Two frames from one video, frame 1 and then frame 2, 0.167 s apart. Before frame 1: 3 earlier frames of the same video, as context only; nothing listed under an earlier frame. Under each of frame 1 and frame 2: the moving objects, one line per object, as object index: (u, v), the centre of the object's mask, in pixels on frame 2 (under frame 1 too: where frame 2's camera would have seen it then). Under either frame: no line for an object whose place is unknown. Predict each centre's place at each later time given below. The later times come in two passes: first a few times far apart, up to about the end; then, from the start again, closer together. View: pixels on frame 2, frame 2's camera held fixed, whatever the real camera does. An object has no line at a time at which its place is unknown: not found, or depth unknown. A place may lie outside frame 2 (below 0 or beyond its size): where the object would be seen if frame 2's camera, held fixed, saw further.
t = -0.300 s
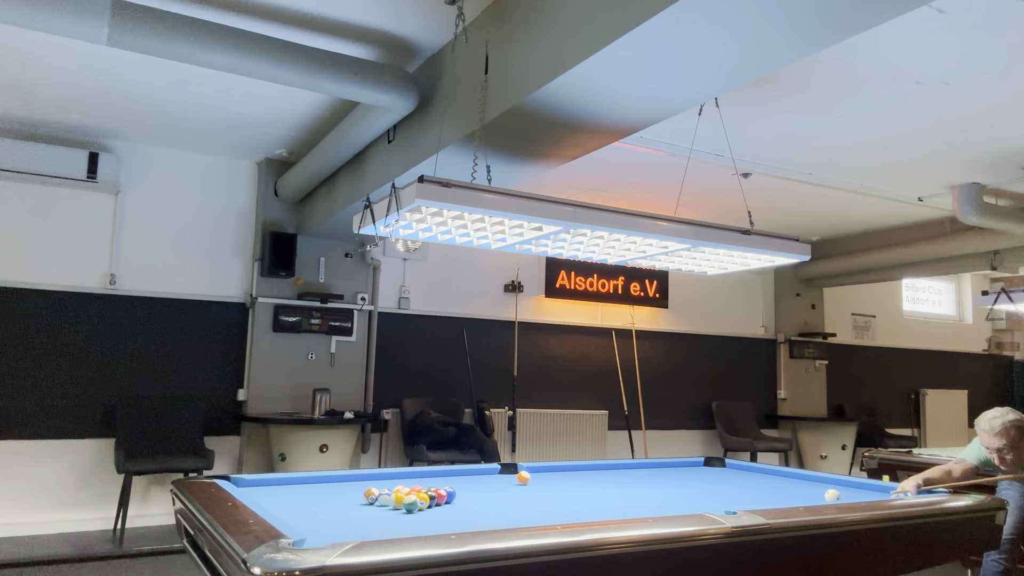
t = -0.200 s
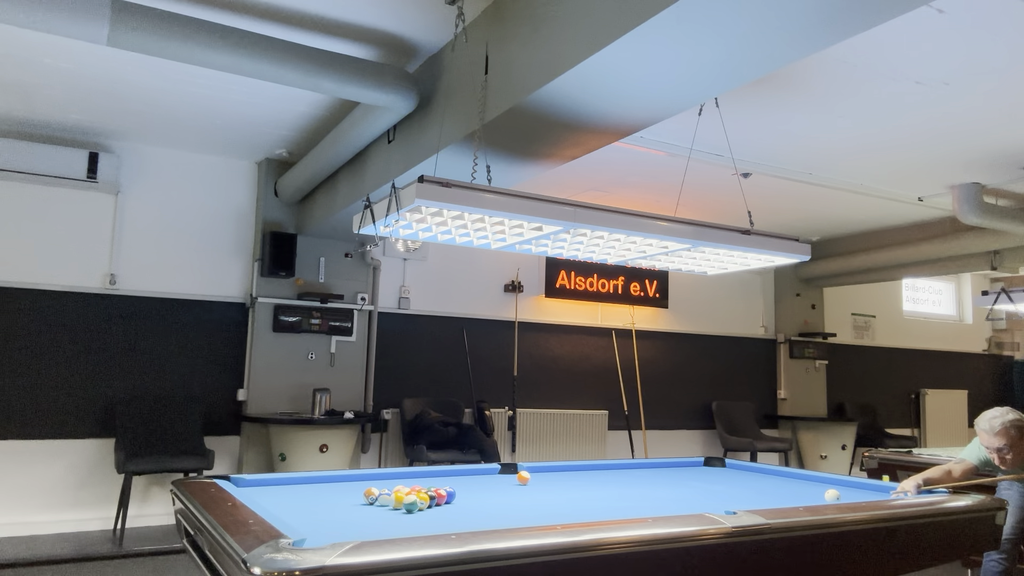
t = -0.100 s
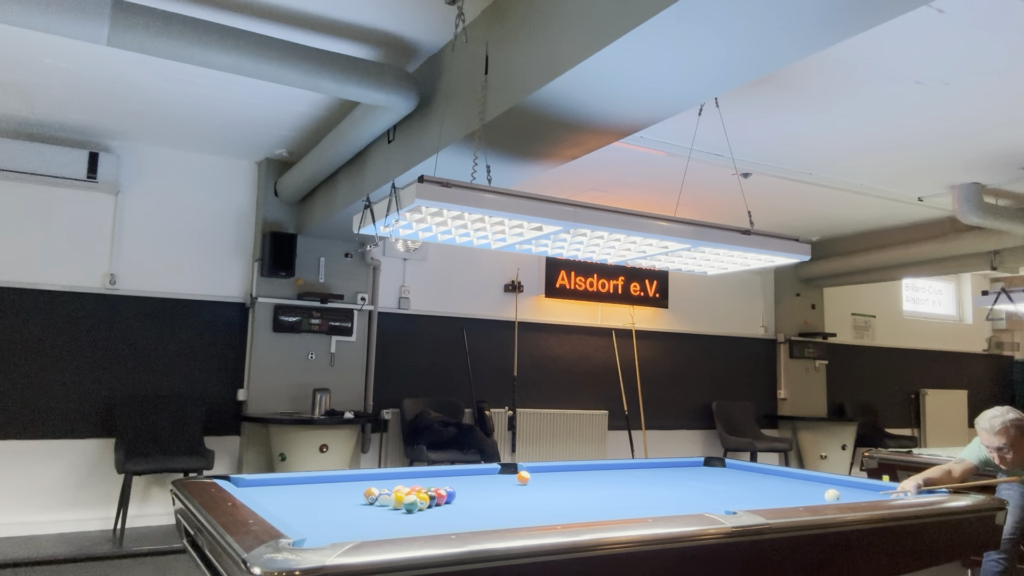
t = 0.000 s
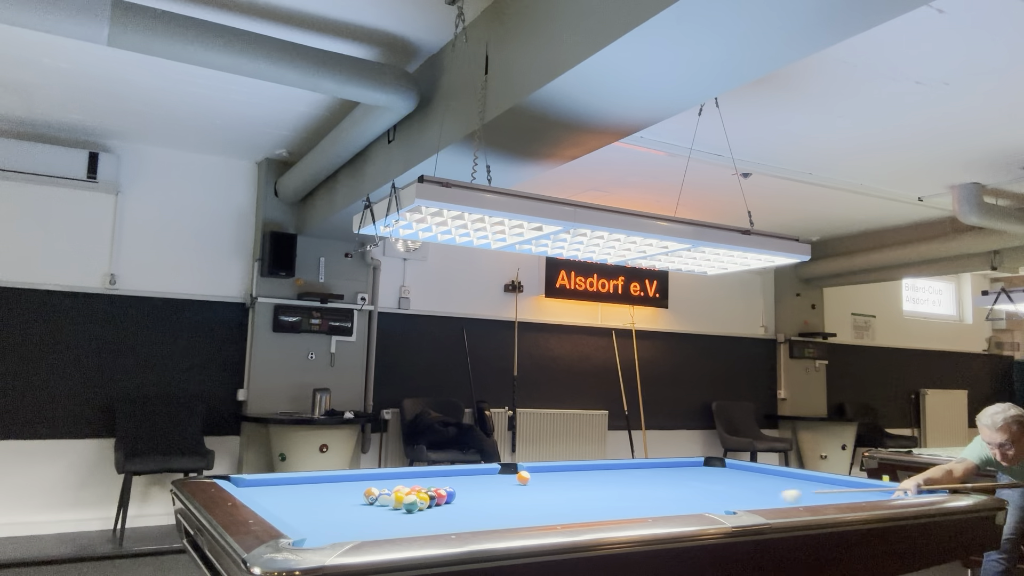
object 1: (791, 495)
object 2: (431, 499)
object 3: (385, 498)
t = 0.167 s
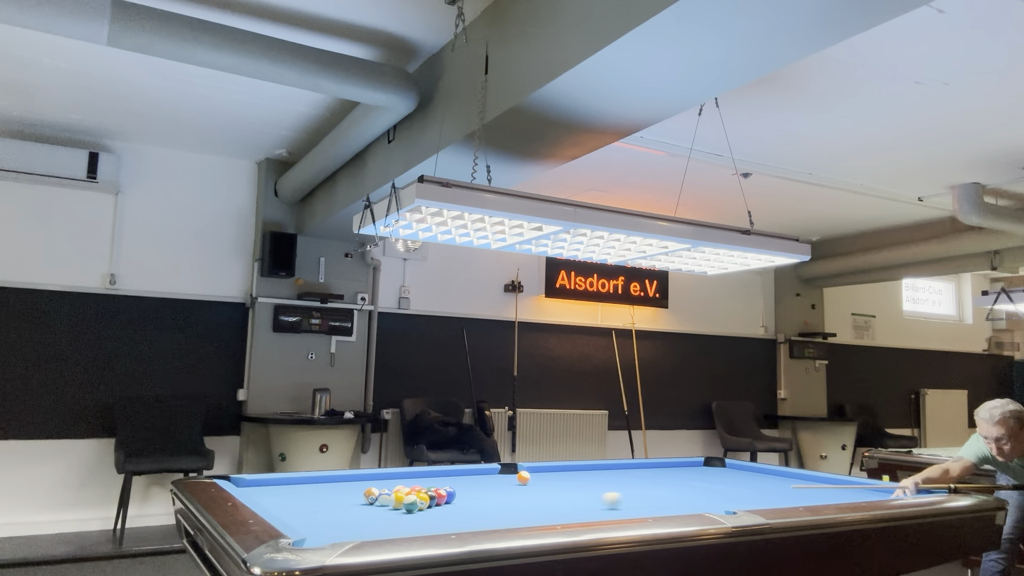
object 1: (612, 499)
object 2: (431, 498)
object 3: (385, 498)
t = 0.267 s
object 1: (495, 501)
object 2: (431, 498)
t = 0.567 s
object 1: (322, 534)
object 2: (437, 500)
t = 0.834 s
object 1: (450, 523)
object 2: (445, 501)
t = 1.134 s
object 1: (513, 511)
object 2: (470, 502)
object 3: (375, 489)
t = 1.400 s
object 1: (557, 501)
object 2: (506, 503)
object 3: (370, 487)
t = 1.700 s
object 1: (598, 491)
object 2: (545, 505)
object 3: (367, 484)
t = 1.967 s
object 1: (628, 484)
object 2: (578, 506)
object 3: (364, 483)
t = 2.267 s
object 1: (656, 478)
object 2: (614, 507)
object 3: (359, 484)
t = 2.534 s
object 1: (678, 473)
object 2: (643, 508)
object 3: (358, 481)
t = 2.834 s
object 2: (674, 507)
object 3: (357, 481)
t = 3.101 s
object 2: (700, 508)
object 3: (357, 481)
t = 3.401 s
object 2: (722, 509)
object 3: (357, 481)
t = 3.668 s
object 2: (726, 508)
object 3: (356, 481)
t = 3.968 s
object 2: (730, 507)
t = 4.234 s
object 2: (733, 506)
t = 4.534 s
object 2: (736, 505)
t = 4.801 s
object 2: (737, 505)
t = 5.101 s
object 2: (738, 505)
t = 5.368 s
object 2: (738, 505)
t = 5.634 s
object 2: (738, 505)
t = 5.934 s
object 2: (738, 505)
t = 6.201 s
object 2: (738, 505)
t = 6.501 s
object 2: (738, 505)
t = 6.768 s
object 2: (738, 505)
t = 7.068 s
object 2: (738, 505)
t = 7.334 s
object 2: (738, 505)
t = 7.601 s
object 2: (738, 505)
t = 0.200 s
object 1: (575, 500)
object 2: (432, 499)
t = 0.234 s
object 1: (535, 500)
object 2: (431, 498)
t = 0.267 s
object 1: (495, 501)
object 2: (431, 498)
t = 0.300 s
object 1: (453, 503)
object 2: (431, 498)
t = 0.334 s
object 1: (422, 505)
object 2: (432, 497)
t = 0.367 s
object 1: (410, 509)
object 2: (432, 499)
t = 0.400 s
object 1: (397, 513)
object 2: (433, 499)
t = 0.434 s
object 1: (380, 518)
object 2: (434, 499)
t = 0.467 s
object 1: (362, 523)
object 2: (434, 500)
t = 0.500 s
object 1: (343, 527)
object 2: (435, 500)
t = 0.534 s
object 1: (321, 532)
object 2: (436, 500)
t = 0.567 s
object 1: (322, 534)
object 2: (437, 500)
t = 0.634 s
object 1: (371, 531)
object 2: (439, 500)
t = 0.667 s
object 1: (394, 530)
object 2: (440, 501)
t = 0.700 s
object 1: (411, 529)
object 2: (441, 501)
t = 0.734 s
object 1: (422, 528)
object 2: (442, 501)
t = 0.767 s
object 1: (432, 526)
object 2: (443, 501)
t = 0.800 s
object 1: (441, 525)
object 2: (444, 501)
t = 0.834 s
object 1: (450, 523)
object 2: (445, 501)
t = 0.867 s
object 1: (458, 522)
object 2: (446, 501)
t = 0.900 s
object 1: (465, 521)
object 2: (447, 501)
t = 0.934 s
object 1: (473, 520)
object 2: (448, 502)
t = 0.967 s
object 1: (480, 519)
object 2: (449, 501)
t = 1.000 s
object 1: (487, 517)
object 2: (450, 502)
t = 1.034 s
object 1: (493, 516)
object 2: (454, 502)
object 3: (373, 491)
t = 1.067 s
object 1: (500, 514)
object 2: (460, 502)
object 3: (373, 490)
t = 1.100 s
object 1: (506, 513)
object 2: (465, 502)
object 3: (373, 490)
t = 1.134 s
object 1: (513, 511)
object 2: (470, 502)
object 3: (375, 489)
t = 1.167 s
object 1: (519, 510)
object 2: (474, 502)
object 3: (374, 488)
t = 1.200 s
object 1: (524, 509)
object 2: (479, 502)
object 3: (373, 487)
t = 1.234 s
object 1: (530, 507)
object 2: (483, 503)
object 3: (374, 486)
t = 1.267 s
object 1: (536, 506)
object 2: (488, 503)
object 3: (374, 485)
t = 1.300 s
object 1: (541, 505)
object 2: (492, 503)
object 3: (371, 486)
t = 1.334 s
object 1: (547, 503)
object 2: (497, 503)
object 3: (370, 487)
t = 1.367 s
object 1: (552, 502)
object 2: (502, 503)
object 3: (370, 487)
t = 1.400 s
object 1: (557, 501)
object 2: (506, 503)
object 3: (370, 487)
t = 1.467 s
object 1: (567, 499)
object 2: (515, 504)
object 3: (368, 487)
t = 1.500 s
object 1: (572, 497)
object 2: (519, 504)
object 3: (368, 487)
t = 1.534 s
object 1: (576, 496)
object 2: (524, 504)
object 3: (368, 486)
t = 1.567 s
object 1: (581, 495)
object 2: (528, 504)
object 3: (368, 484)
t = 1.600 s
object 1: (585, 494)
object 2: (532, 504)
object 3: (369, 486)
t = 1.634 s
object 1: (589, 493)
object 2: (537, 504)
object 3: (367, 485)
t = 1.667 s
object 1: (594, 492)
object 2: (541, 505)
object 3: (367, 485)
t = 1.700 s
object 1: (598, 491)
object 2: (545, 505)
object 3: (367, 484)
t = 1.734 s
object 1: (602, 490)
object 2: (550, 505)
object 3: (367, 484)
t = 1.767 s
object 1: (606, 489)
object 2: (554, 505)
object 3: (366, 484)
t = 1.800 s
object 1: (610, 489)
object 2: (558, 505)
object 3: (366, 484)
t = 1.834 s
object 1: (614, 488)
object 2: (562, 505)
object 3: (366, 484)
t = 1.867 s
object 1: (617, 487)
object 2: (566, 506)
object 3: (366, 483)
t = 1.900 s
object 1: (621, 486)
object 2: (570, 506)
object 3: (365, 483)
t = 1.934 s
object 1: (624, 485)
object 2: (574, 506)
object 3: (366, 483)
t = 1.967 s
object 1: (628, 484)
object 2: (578, 506)
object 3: (364, 483)
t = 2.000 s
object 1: (631, 484)
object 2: (582, 506)
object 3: (364, 483)
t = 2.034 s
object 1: (635, 483)
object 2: (586, 506)
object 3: (363, 483)
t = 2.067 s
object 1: (638, 482)
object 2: (590, 506)
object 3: (363, 483)
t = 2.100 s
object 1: (641, 482)
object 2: (594, 507)
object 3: (360, 486)
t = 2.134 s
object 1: (644, 481)
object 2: (598, 507)
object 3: (362, 484)
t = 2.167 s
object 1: (647, 480)
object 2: (602, 507)
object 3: (359, 486)
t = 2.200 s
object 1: (650, 479)
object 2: (606, 507)
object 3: (360, 484)
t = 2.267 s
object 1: (656, 478)
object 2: (614, 507)
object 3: (359, 484)
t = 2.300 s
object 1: (659, 478)
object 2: (617, 507)
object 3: (359, 484)
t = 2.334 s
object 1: (662, 477)
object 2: (621, 507)
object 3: (359, 484)
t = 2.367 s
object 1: (665, 476)
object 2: (625, 508)
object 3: (358, 484)
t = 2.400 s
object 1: (667, 476)
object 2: (628, 508)
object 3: (358, 483)
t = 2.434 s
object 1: (670, 475)
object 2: (632, 508)
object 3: (358, 483)
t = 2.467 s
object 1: (673, 475)
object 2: (636, 508)
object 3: (359, 482)
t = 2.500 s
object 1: (675, 474)
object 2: (639, 508)
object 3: (359, 482)
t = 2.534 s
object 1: (678, 473)
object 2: (643, 508)
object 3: (358, 481)
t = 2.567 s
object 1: (680, 473)
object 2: (647, 508)
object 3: (358, 481)
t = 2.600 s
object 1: (683, 472)
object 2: (650, 508)
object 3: (358, 481)
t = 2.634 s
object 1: (685, 472)
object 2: (654, 508)
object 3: (358, 481)
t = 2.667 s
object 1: (688, 471)
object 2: (657, 508)
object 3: (358, 481)
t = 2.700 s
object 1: (690, 471)
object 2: (660, 508)
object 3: (358, 481)
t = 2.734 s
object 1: (692, 471)
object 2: (664, 508)
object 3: (358, 481)
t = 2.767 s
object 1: (695, 470)
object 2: (667, 508)
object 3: (357, 481)
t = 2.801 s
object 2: (671, 507)
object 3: (357, 481)
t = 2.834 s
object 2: (674, 507)
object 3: (357, 481)
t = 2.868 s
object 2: (677, 507)
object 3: (357, 481)
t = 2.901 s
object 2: (680, 508)
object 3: (357, 481)
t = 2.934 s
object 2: (684, 507)
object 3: (357, 481)
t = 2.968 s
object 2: (687, 507)
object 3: (357, 481)
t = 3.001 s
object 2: (690, 507)
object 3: (357, 481)
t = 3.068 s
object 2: (697, 507)
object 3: (357, 481)
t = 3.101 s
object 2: (700, 508)
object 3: (357, 481)
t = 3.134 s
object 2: (703, 508)
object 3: (357, 481)
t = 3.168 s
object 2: (706, 508)
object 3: (357, 481)
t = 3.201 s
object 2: (709, 508)
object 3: (357, 481)
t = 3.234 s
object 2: (712, 509)
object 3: (357, 481)
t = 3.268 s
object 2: (715, 509)
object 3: (357, 481)
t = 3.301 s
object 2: (718, 509)
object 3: (357, 481)
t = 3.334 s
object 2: (720, 509)
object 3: (356, 481)
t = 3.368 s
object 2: (721, 509)
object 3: (357, 481)
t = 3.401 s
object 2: (722, 509)
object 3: (357, 481)
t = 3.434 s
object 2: (722, 509)
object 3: (356, 481)
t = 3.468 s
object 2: (723, 509)
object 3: (357, 481)
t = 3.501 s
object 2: (723, 509)
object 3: (356, 481)
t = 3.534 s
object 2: (724, 509)
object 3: (356, 481)
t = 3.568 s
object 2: (724, 509)
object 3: (357, 481)
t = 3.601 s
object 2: (725, 508)
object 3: (356, 481)
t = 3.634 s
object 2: (725, 508)
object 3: (356, 481)
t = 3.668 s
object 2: (726, 508)
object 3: (356, 481)
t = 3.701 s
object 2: (727, 508)
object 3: (356, 481)
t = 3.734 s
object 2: (727, 508)
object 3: (356, 481)
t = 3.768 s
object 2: (728, 508)
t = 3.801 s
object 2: (728, 508)
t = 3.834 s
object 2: (728, 508)
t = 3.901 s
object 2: (729, 507)
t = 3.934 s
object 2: (730, 507)
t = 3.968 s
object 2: (730, 507)
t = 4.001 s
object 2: (731, 507)
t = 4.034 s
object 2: (731, 507)
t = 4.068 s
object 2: (731, 507)
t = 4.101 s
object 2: (732, 507)
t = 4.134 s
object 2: (732, 507)
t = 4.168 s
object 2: (733, 506)
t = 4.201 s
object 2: (733, 506)
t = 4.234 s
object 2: (733, 506)
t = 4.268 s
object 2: (733, 506)
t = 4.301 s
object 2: (734, 506)
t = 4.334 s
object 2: (734, 506)
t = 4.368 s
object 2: (735, 506)
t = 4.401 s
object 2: (735, 506)
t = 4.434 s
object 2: (735, 506)
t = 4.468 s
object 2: (735, 505)
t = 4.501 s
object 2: (736, 505)
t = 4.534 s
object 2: (736, 505)
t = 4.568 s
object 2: (736, 505)
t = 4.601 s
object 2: (736, 505)
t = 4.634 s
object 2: (737, 505)
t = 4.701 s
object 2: (737, 505)
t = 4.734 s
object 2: (737, 505)
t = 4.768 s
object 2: (737, 505)
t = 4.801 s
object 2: (737, 505)
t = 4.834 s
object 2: (737, 505)
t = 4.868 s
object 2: (737, 505)
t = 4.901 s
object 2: (737, 505)
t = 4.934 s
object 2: (737, 505)
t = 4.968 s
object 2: (737, 505)
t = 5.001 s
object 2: (738, 505)
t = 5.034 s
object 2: (738, 505)
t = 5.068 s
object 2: (738, 505)
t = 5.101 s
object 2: (738, 505)
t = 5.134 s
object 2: (738, 505)
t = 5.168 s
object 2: (738, 505)
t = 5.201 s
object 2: (738, 505)
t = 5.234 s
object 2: (738, 505)
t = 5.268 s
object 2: (738, 505)
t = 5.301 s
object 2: (738, 505)
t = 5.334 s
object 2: (738, 505)
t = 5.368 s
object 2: (738, 505)
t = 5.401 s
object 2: (738, 505)
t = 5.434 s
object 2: (738, 505)
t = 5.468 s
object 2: (738, 505)
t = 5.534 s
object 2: (738, 505)
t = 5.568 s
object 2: (738, 505)
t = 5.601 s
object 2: (738, 505)
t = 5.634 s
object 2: (738, 505)
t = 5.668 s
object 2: (738, 505)
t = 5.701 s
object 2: (738, 505)
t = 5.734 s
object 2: (738, 505)
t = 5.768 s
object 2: (738, 505)
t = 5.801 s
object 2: (738, 505)
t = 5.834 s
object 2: (738, 505)
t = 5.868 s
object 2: (738, 505)
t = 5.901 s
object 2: (738, 505)
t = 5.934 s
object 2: (738, 505)
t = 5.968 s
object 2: (738, 505)
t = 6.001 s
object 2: (738, 505)
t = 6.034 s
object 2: (738, 505)
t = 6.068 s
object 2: (738, 505)
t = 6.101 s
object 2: (738, 505)
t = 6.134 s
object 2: (738, 505)
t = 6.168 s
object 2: (738, 505)
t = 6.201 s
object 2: (738, 505)
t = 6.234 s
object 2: (738, 505)
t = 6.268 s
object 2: (738, 505)
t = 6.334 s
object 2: (738, 505)
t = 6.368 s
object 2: (738, 505)
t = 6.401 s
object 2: (738, 505)
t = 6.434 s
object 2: (738, 505)
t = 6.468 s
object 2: (738, 505)
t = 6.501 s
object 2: (738, 505)
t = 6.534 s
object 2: (738, 505)
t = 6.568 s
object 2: (738, 505)
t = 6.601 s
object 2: (738, 505)
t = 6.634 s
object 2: (738, 505)
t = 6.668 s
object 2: (738, 505)
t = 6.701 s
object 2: (738, 505)
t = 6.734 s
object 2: (738, 505)
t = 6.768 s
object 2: (738, 505)
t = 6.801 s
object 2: (738, 505)
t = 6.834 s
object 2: (738, 505)
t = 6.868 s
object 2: (738, 505)
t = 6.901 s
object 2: (738, 505)
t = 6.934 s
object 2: (738, 505)
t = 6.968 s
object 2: (738, 505)
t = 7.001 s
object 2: (738, 505)
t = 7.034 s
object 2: (738, 505)
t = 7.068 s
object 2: (738, 505)
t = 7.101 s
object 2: (738, 505)
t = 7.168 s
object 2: (738, 505)
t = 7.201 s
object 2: (738, 505)
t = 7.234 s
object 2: (738, 505)
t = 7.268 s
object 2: (738, 505)
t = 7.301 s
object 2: (738, 505)
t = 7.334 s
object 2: (738, 505)
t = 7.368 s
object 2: (738, 505)
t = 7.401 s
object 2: (738, 505)
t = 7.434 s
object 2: (738, 505)
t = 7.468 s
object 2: (738, 505)
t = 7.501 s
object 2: (738, 505)
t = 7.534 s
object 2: (738, 505)
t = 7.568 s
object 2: (738, 505)
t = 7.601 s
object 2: (738, 505)
